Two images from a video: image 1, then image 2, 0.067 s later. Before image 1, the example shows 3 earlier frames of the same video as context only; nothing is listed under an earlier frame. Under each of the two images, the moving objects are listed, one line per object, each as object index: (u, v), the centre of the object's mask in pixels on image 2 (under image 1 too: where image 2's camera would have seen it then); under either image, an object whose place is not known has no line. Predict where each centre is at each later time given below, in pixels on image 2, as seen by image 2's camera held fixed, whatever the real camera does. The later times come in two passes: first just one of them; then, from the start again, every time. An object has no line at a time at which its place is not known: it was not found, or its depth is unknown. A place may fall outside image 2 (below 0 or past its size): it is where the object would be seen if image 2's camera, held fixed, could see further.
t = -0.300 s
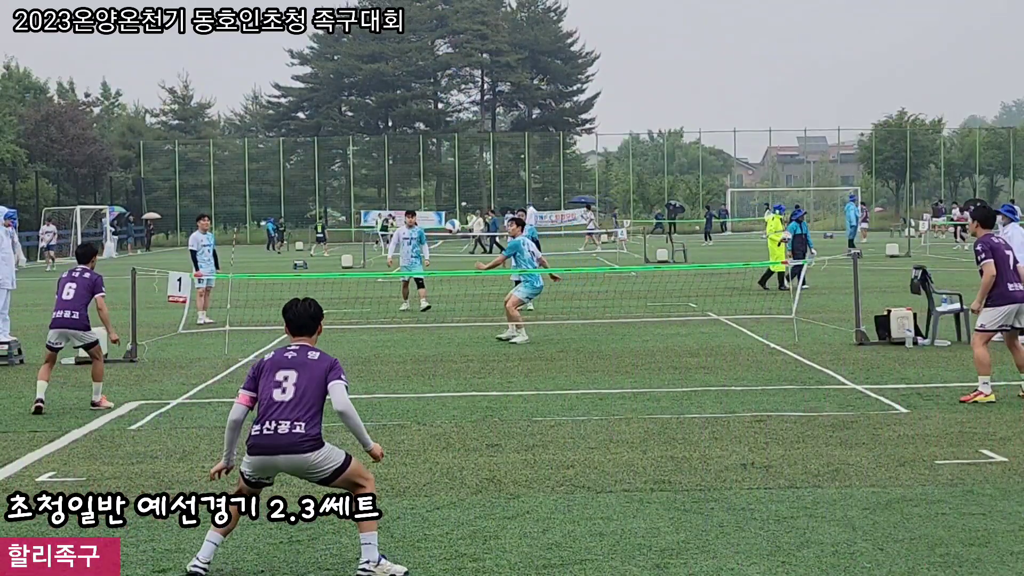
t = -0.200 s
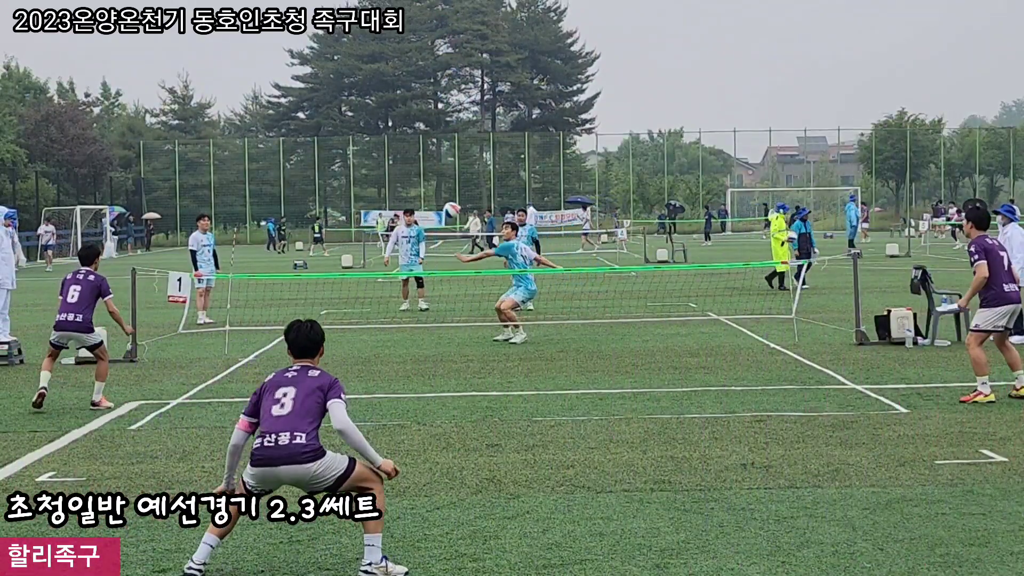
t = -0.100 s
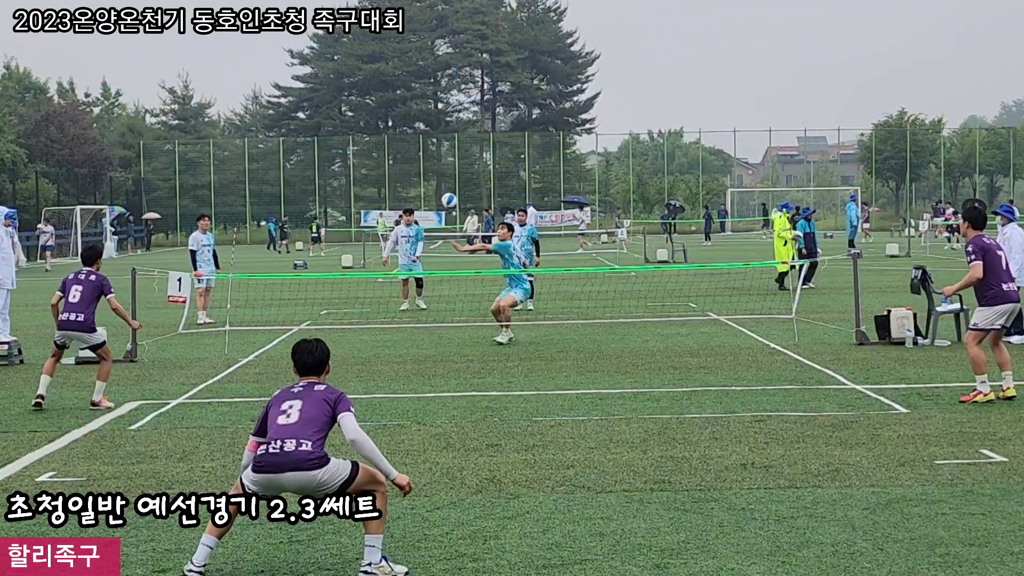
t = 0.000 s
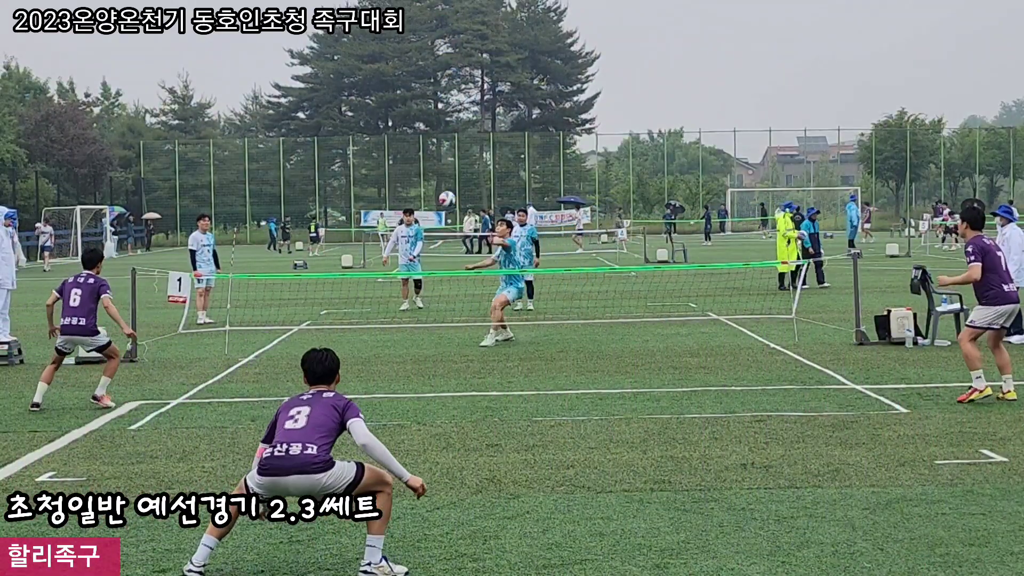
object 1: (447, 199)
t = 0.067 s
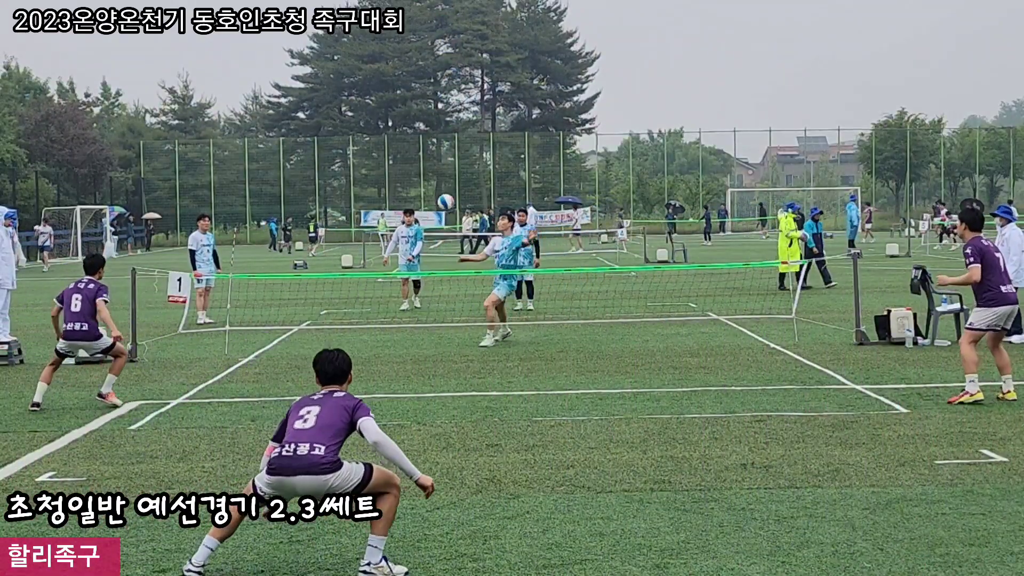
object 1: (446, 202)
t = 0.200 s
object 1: (443, 218)
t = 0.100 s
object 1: (445, 205)
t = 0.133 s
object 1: (445, 209)
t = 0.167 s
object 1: (445, 212)
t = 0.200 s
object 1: (443, 218)
